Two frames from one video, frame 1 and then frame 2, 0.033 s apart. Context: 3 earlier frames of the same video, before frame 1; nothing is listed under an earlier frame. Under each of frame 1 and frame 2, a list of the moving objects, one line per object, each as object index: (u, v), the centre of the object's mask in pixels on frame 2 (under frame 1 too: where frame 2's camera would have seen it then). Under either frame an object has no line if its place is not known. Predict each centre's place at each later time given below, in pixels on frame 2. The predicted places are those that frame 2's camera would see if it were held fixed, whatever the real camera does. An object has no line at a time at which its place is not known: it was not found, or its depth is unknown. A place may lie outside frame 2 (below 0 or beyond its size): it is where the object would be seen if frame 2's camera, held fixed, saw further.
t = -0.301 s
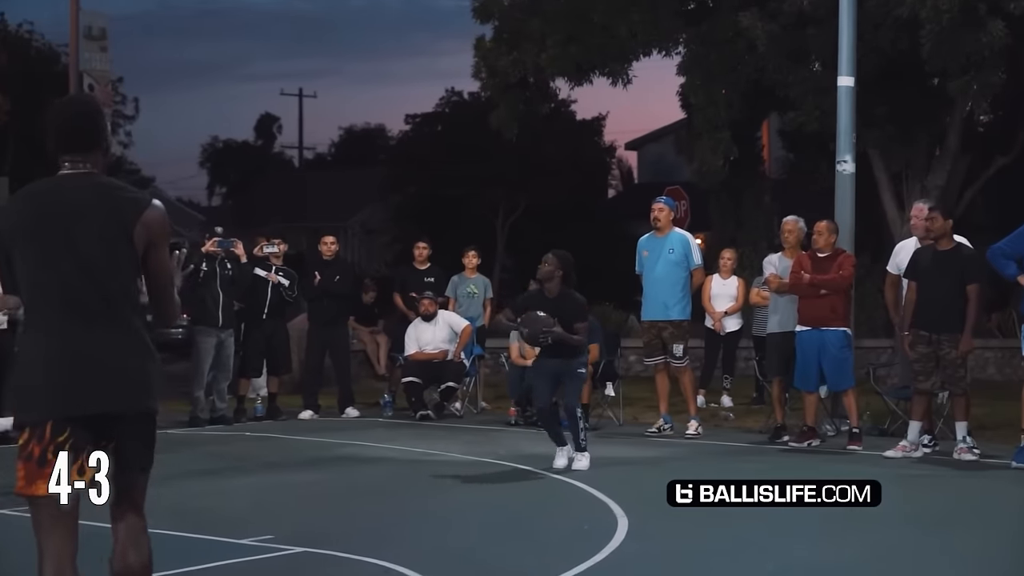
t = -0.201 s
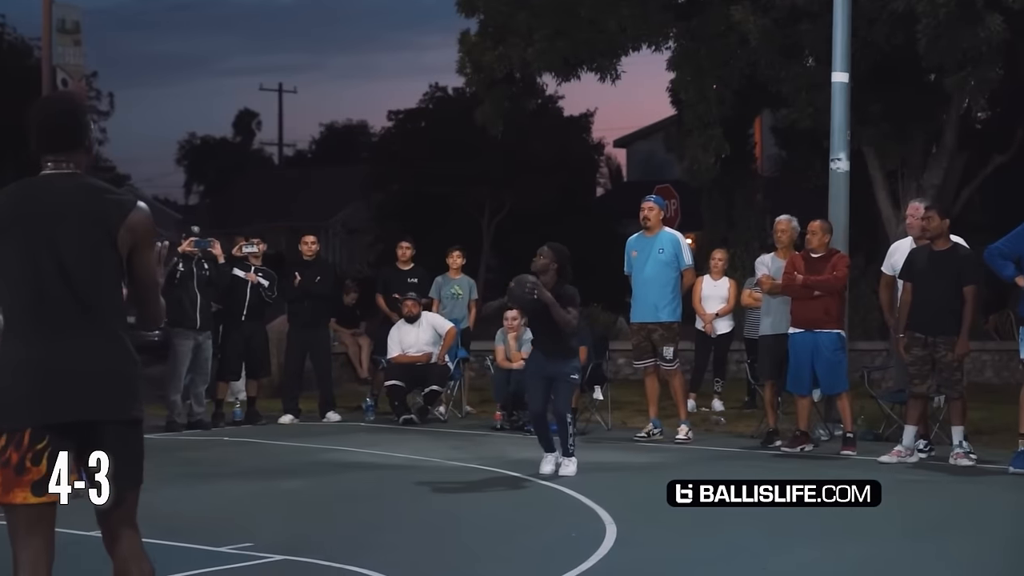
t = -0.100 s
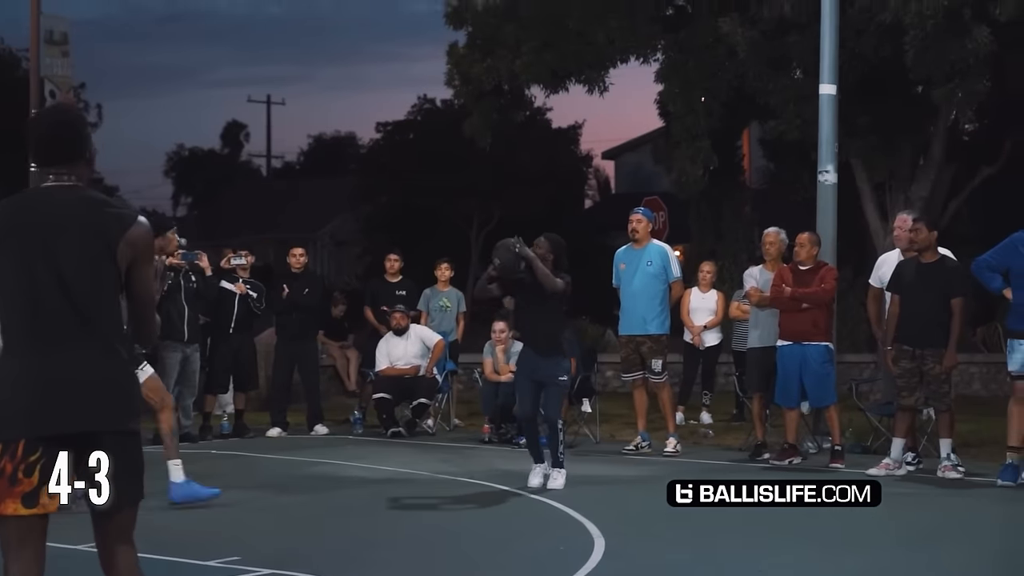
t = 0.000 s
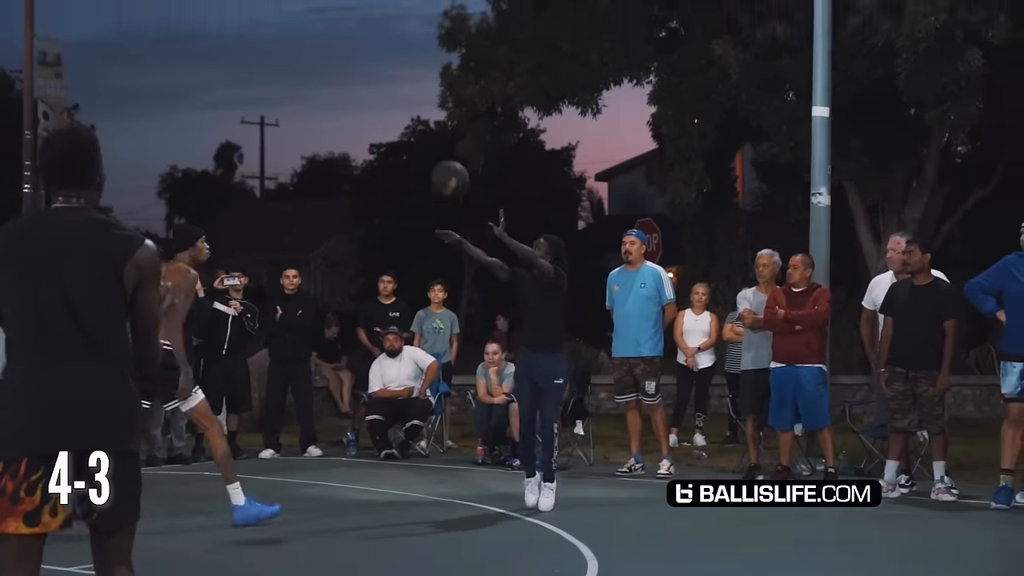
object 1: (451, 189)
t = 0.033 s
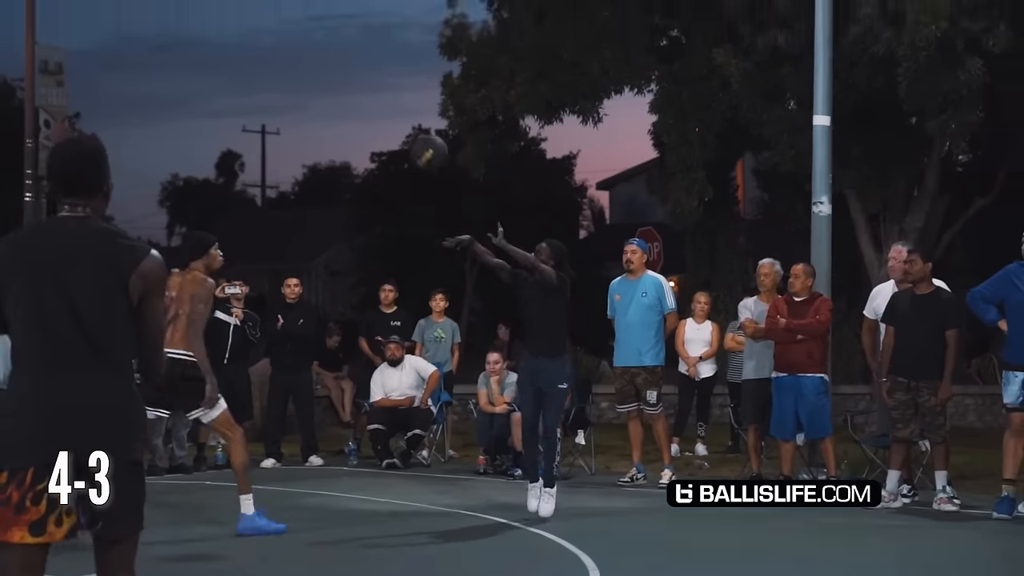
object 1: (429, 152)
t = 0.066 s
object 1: (407, 120)
